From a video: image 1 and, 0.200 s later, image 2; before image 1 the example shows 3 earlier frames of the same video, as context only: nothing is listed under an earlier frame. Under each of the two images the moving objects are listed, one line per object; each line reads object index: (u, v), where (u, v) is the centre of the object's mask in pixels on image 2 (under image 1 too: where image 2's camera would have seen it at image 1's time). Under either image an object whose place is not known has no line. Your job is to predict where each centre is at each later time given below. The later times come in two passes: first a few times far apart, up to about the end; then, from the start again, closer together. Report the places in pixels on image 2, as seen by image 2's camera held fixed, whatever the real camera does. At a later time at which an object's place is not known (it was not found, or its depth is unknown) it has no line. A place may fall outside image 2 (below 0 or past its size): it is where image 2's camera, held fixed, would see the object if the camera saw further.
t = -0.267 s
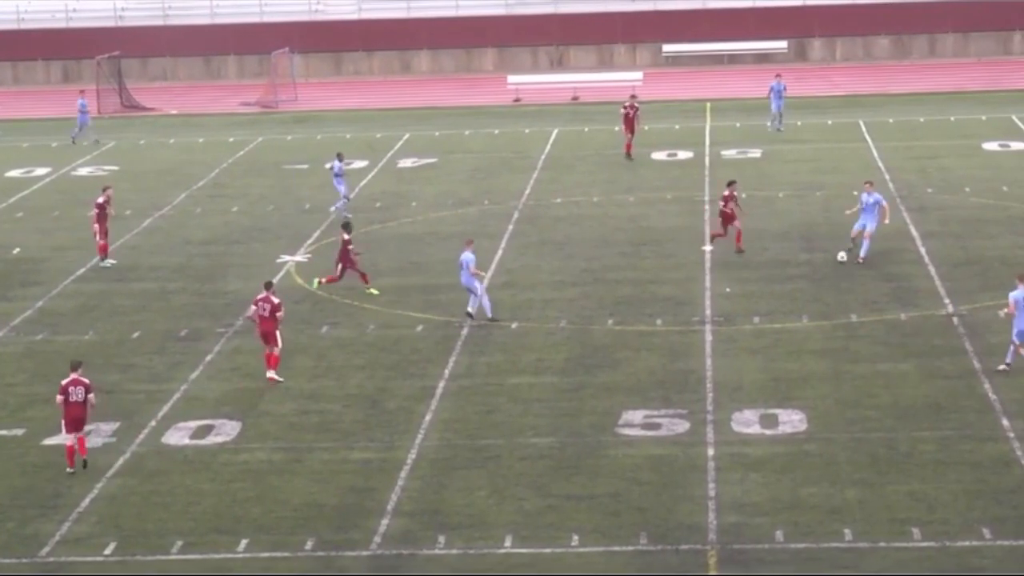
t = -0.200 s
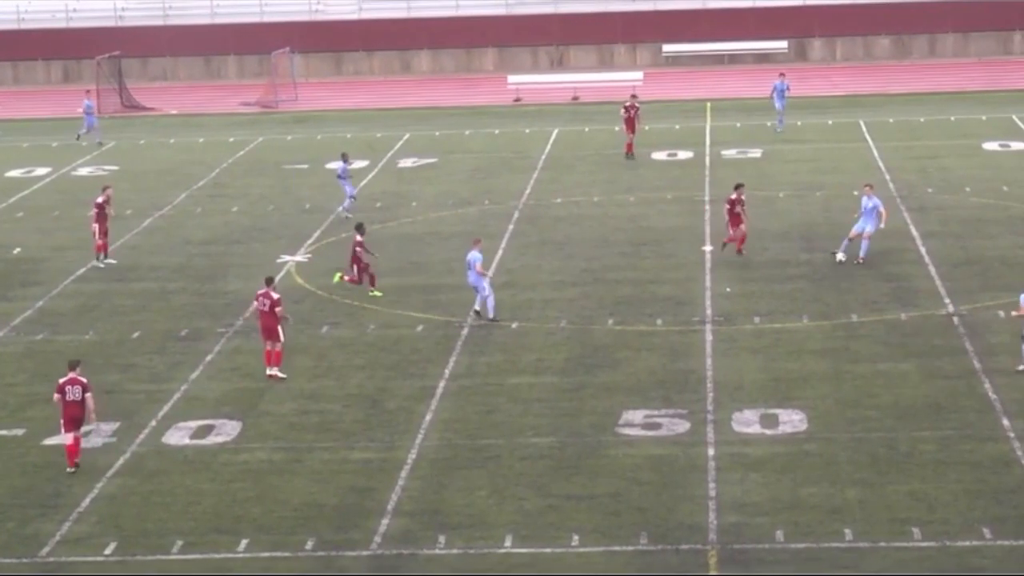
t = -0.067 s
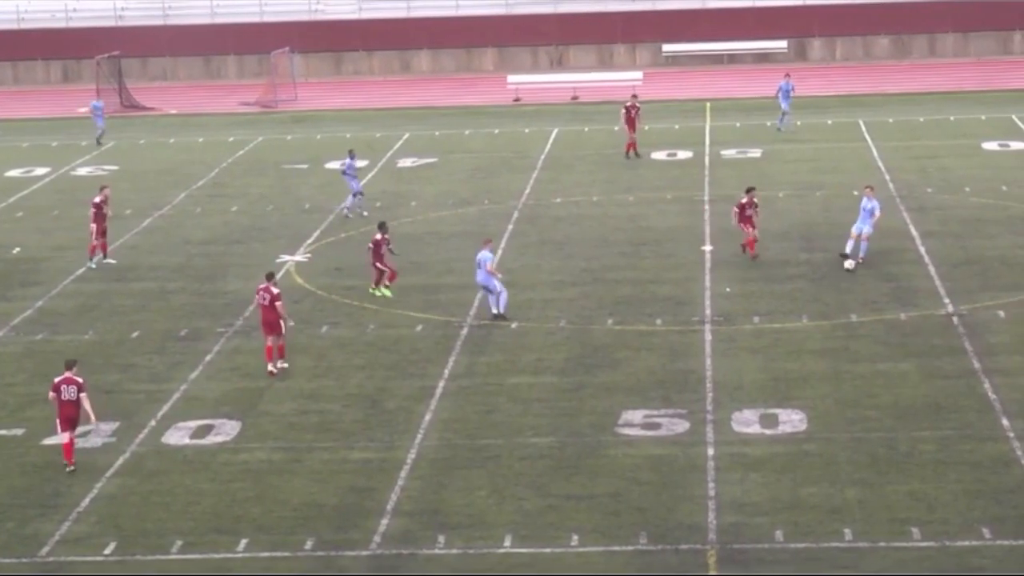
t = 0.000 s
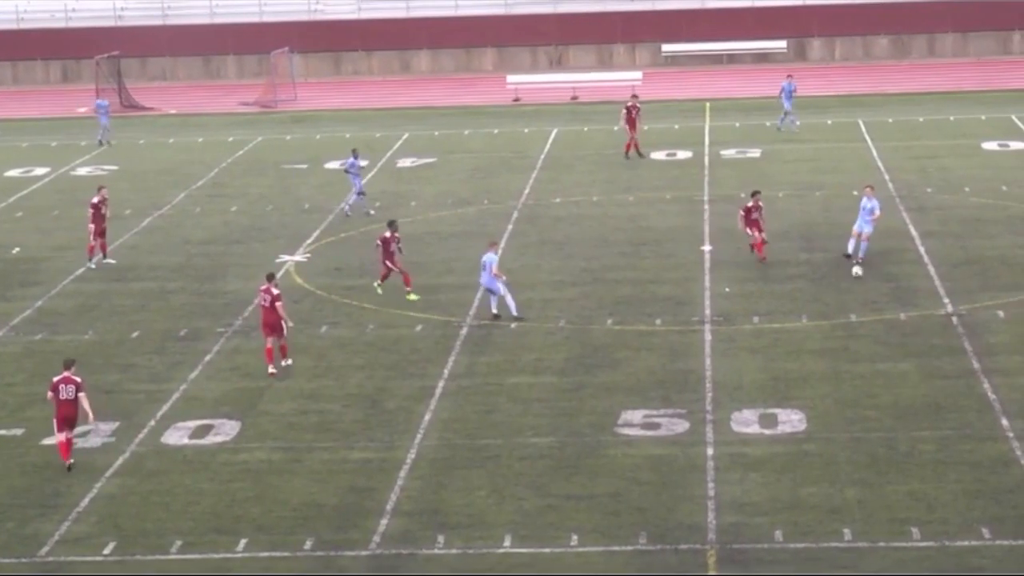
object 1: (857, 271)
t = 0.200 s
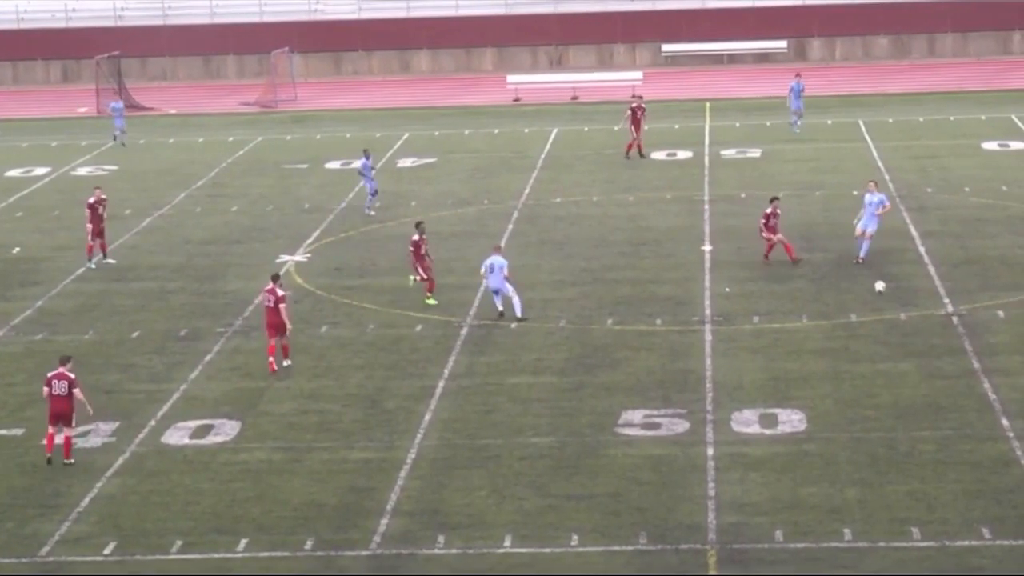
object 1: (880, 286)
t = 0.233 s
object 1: (883, 287)
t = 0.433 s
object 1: (903, 304)
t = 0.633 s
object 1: (921, 316)
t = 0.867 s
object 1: (941, 333)
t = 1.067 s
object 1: (957, 345)
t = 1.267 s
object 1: (974, 359)
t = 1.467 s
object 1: (990, 373)
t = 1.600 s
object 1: (1001, 382)
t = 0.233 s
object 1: (883, 287)
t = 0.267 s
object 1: (886, 289)
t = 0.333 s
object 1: (894, 295)
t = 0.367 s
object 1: (897, 299)
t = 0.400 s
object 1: (900, 303)
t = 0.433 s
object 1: (903, 304)
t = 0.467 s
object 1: (906, 305)
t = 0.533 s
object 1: (912, 310)
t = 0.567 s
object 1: (915, 314)
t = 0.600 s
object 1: (917, 315)
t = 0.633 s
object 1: (921, 316)
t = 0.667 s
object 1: (923, 318)
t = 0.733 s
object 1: (930, 324)
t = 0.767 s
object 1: (932, 327)
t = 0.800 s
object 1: (935, 328)
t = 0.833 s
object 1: (938, 330)
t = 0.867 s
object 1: (941, 333)
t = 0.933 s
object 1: (946, 337)
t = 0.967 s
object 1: (949, 339)
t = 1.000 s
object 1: (951, 342)
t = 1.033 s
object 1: (954, 344)
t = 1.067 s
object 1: (957, 345)
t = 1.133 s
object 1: (963, 349)
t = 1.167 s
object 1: (965, 352)
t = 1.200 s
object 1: (968, 355)
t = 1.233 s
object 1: (971, 357)
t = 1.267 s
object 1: (974, 359)
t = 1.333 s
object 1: (979, 364)
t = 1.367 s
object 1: (982, 366)
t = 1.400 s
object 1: (985, 368)
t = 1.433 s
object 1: (988, 371)
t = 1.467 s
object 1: (990, 373)
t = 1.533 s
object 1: (995, 378)
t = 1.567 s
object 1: (998, 380)
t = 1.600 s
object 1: (1001, 382)
